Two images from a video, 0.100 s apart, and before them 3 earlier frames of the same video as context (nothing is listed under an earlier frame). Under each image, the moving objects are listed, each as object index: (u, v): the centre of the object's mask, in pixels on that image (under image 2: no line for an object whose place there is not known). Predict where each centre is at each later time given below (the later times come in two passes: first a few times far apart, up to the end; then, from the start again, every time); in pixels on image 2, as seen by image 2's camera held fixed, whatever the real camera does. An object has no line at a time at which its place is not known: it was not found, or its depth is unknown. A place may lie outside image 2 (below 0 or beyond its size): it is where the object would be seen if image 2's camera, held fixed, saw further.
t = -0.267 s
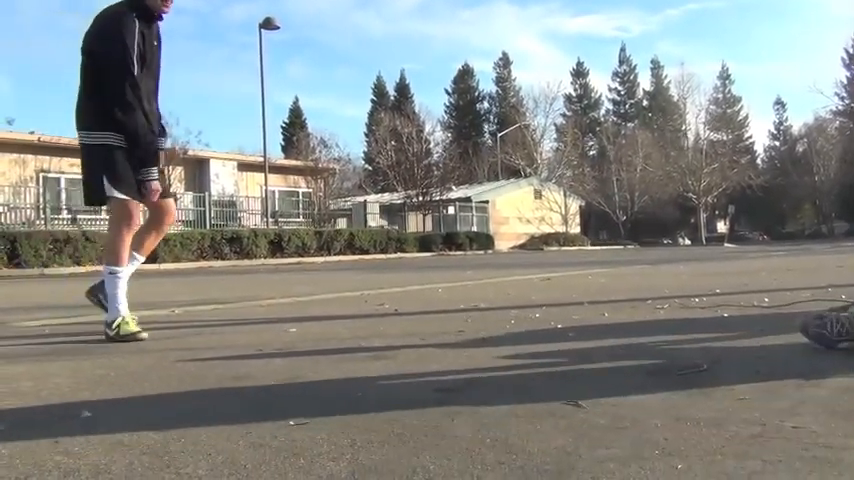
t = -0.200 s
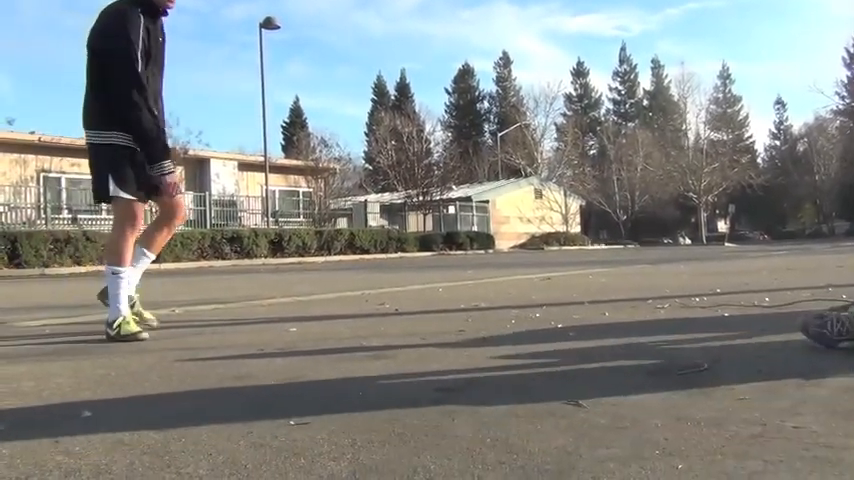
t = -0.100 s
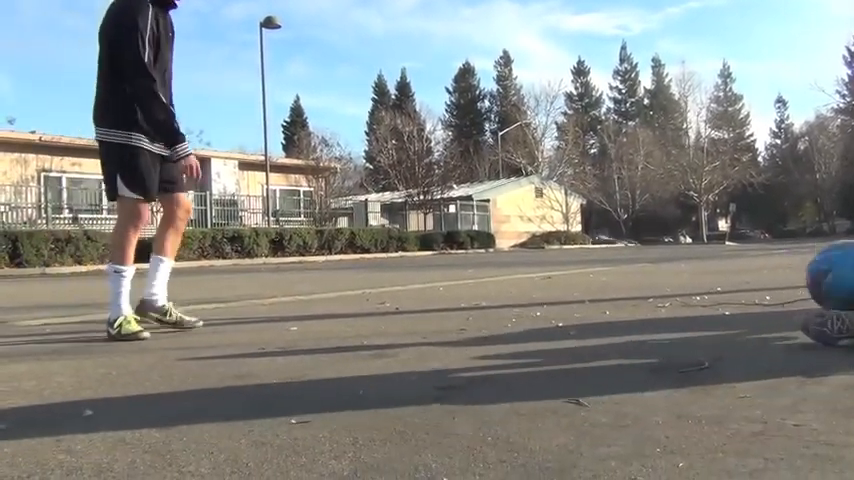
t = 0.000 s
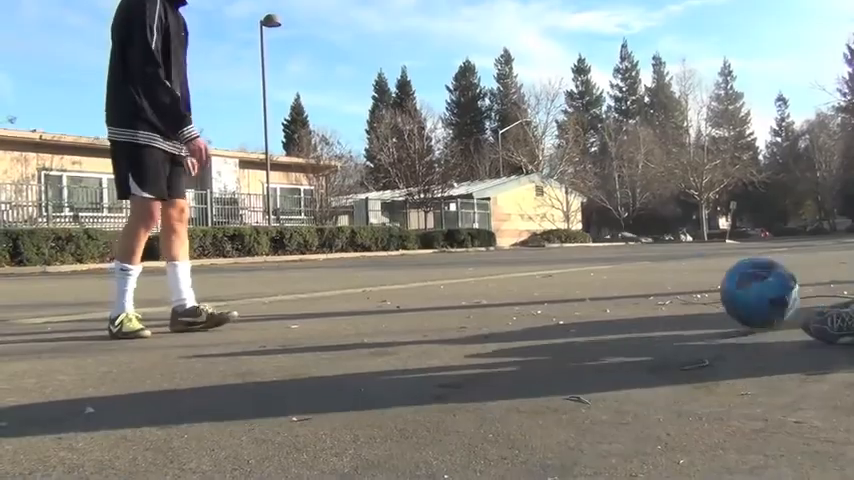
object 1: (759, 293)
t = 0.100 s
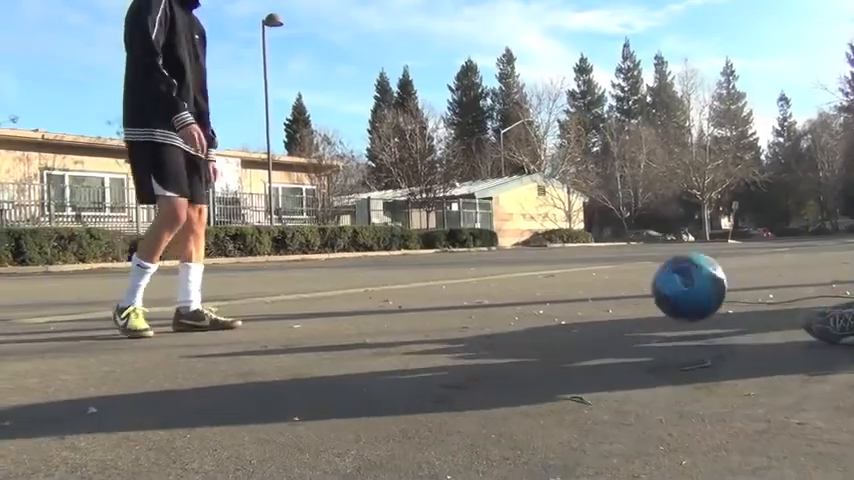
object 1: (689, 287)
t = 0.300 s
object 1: (558, 298)
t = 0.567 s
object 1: (408, 305)
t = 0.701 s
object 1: (342, 306)
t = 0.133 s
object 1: (666, 292)
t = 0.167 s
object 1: (644, 300)
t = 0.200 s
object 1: (622, 296)
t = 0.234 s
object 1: (600, 293)
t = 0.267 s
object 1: (578, 294)
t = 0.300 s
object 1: (558, 298)
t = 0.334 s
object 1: (538, 302)
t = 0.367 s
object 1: (518, 299)
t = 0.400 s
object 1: (498, 299)
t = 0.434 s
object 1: (479, 303)
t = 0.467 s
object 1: (461, 303)
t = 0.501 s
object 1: (443, 301)
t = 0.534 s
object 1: (425, 302)
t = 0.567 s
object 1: (408, 305)
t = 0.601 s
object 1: (391, 305)
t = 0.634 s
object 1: (374, 303)
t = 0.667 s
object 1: (358, 305)
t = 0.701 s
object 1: (342, 306)
